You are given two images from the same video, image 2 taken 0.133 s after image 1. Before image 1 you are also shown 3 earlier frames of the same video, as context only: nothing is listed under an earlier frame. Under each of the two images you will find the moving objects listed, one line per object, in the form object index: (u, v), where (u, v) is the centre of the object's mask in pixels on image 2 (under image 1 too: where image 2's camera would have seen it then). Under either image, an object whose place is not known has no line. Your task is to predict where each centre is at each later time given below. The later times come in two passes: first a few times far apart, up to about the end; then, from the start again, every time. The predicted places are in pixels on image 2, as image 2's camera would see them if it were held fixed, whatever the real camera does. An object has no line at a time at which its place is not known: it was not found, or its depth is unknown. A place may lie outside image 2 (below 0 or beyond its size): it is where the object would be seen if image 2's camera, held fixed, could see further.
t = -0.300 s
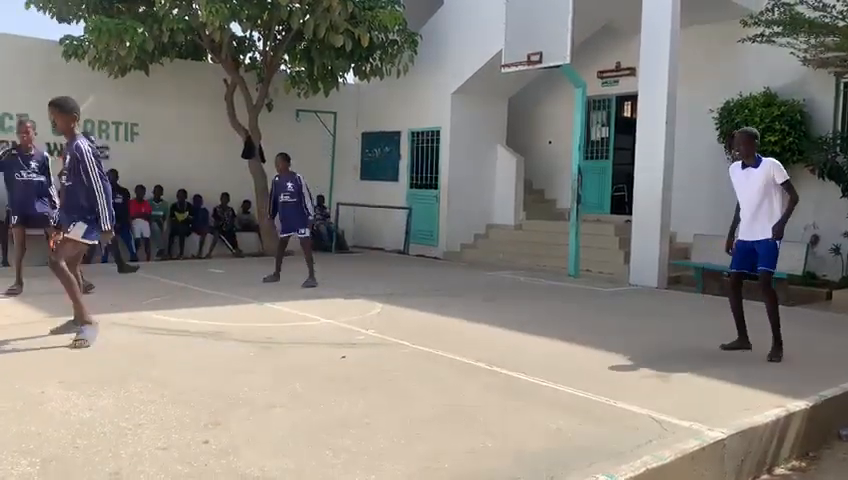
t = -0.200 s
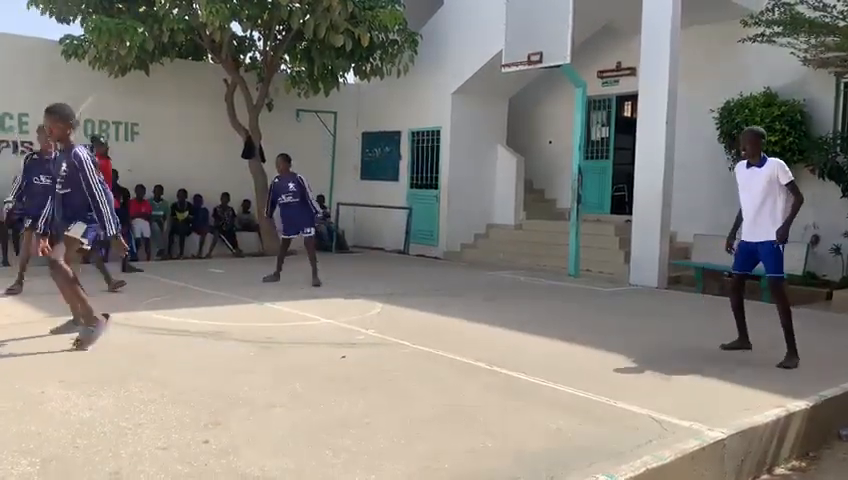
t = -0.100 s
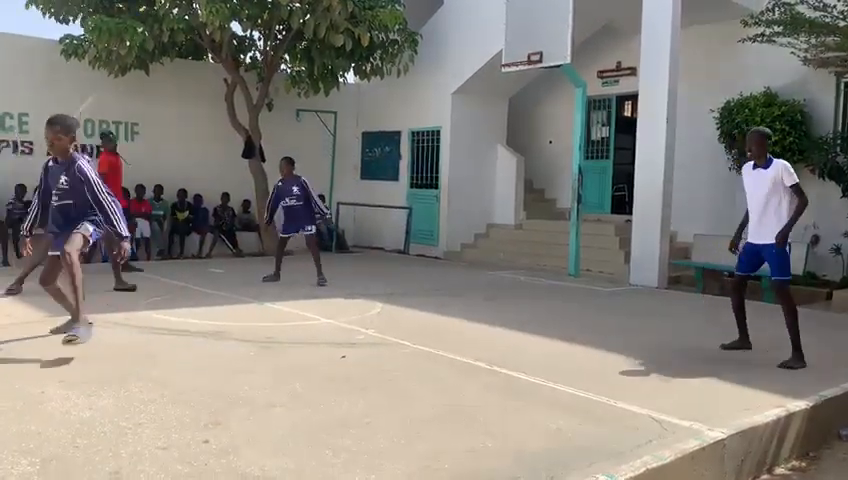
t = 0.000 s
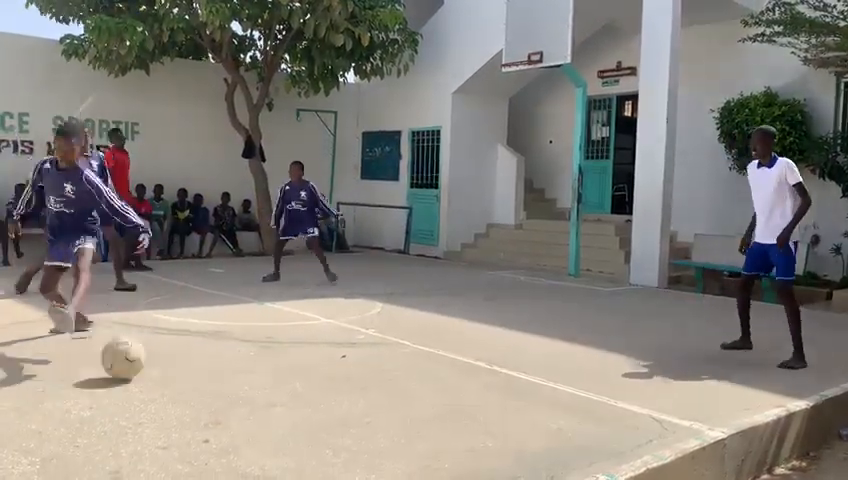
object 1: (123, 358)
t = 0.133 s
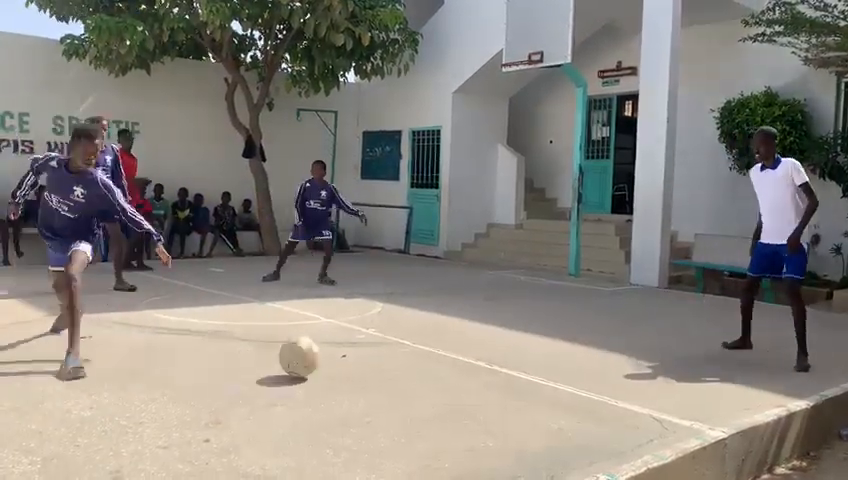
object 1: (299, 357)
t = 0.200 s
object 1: (373, 358)
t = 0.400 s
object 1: (555, 358)
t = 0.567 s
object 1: (691, 363)
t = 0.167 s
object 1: (338, 359)
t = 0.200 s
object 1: (373, 358)
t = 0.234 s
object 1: (404, 356)
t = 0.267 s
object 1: (437, 355)
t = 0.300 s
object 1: (468, 357)
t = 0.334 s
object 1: (497, 361)
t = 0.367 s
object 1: (526, 359)
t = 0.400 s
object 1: (555, 358)
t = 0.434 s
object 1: (583, 360)
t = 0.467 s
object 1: (610, 362)
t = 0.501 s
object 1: (638, 362)
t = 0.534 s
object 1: (665, 362)
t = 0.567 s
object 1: (691, 363)
